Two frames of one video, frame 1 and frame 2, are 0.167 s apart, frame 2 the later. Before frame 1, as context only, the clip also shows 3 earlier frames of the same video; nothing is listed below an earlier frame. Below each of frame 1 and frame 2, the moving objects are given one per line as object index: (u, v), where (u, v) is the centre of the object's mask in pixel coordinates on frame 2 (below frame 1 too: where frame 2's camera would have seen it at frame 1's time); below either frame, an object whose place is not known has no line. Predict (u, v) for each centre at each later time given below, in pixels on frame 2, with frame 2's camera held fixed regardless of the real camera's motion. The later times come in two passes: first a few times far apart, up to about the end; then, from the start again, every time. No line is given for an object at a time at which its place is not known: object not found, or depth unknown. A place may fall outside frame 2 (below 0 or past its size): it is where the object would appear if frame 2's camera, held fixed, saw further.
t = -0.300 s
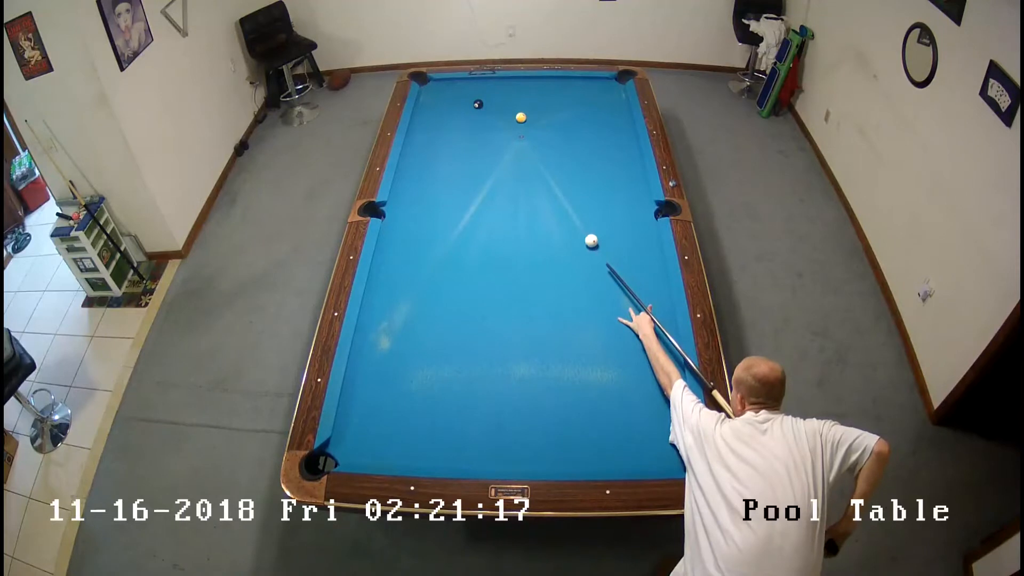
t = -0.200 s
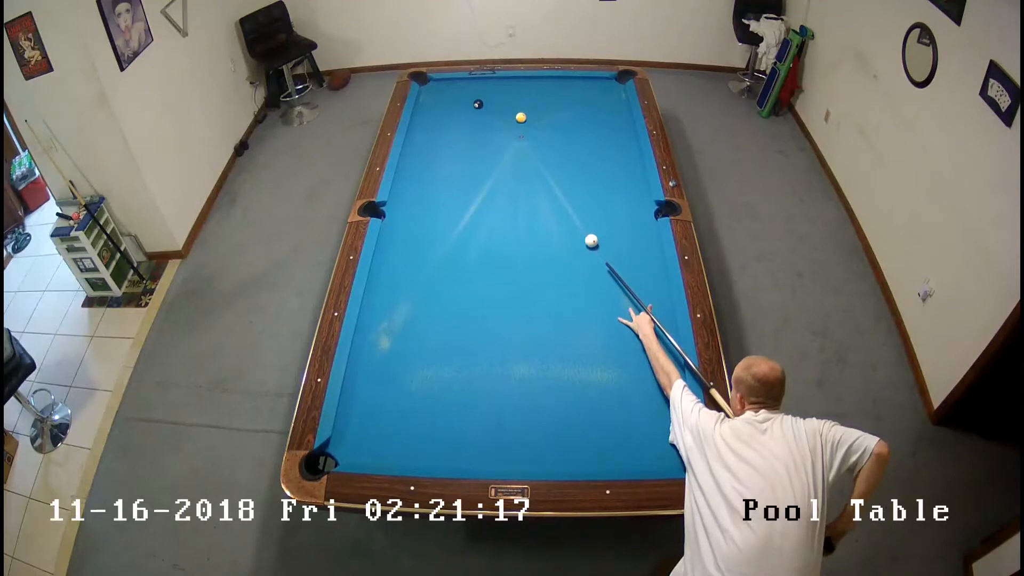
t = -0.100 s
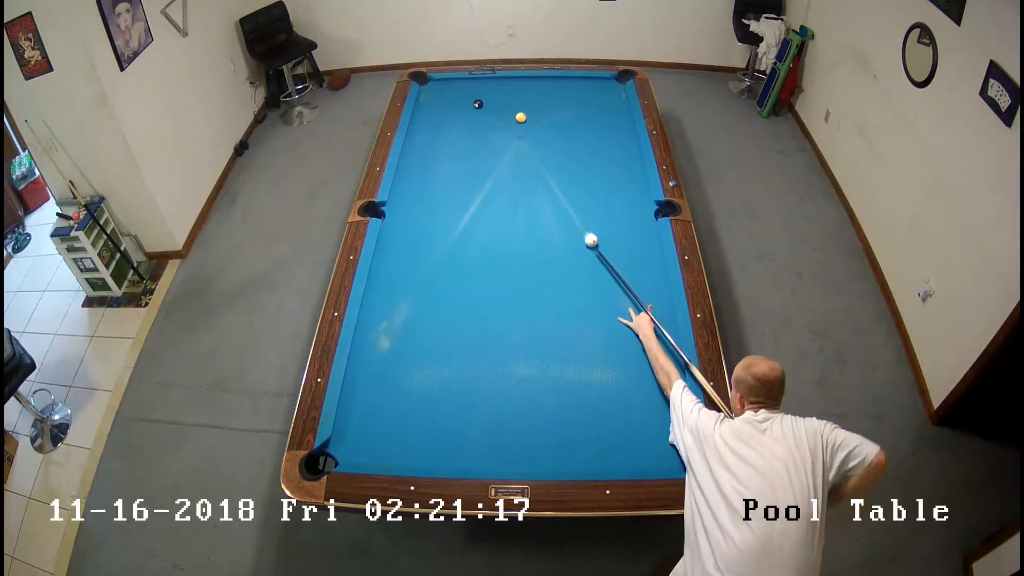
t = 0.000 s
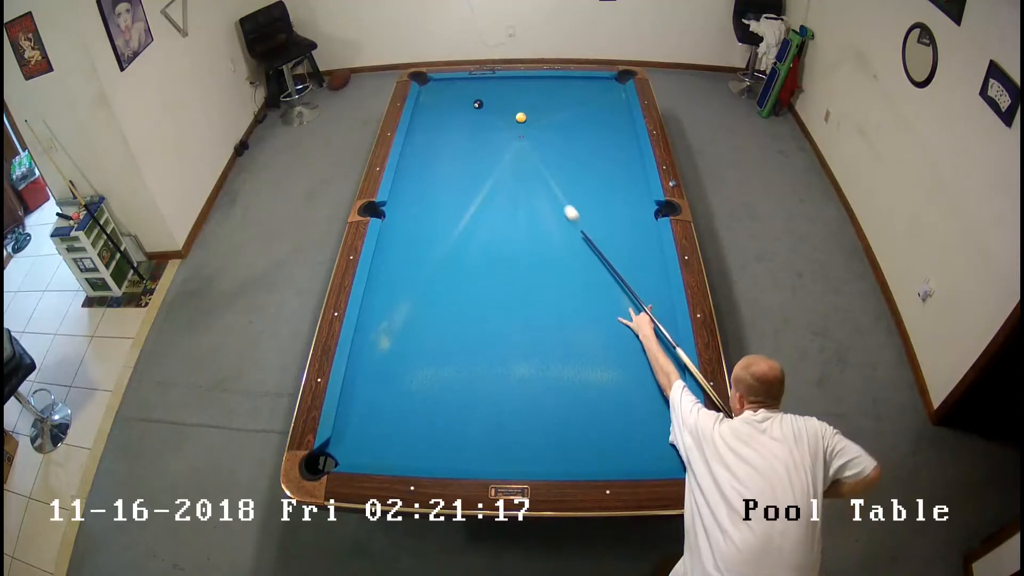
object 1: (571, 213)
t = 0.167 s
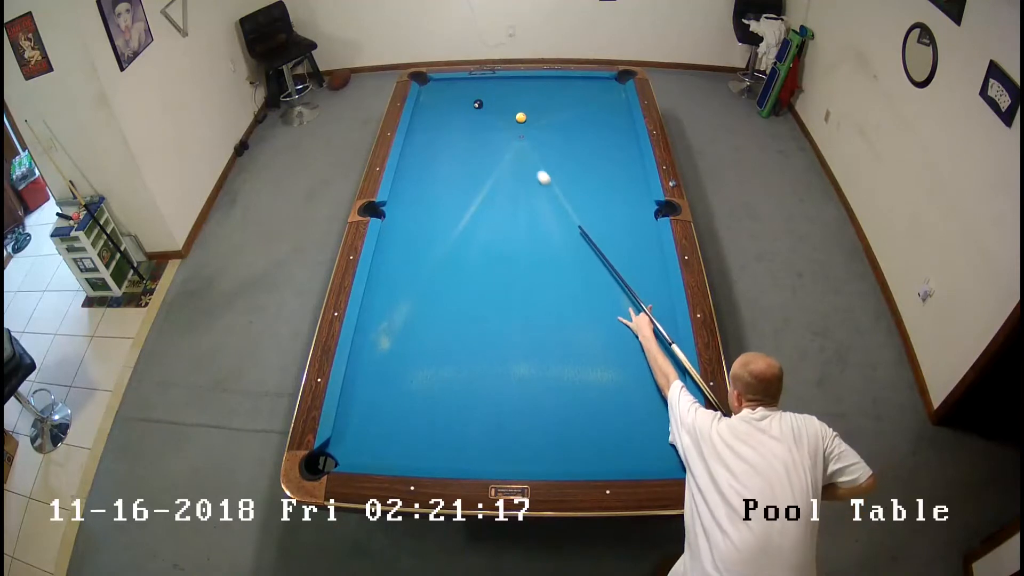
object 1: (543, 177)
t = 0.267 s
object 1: (528, 159)
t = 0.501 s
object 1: (498, 121)
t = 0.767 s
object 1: (492, 98)
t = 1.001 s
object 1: (498, 84)
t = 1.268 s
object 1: (494, 83)
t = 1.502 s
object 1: (487, 89)
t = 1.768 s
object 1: (479, 96)
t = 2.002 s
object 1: (472, 102)
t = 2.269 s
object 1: (465, 108)
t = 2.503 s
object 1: (458, 113)
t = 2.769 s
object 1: (452, 119)
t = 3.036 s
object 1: (445, 124)
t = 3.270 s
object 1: (440, 128)
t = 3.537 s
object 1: (434, 133)
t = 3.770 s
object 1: (430, 136)
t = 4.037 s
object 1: (425, 140)
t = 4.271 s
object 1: (422, 142)
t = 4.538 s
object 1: (419, 145)
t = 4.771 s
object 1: (417, 146)
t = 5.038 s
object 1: (415, 148)
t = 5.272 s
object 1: (414, 148)
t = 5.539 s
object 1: (413, 149)
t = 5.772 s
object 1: (413, 149)
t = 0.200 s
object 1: (538, 171)
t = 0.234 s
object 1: (533, 165)
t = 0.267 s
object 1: (528, 159)
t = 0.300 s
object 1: (524, 153)
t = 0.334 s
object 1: (519, 147)
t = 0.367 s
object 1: (514, 142)
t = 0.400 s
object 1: (510, 136)
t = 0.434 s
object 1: (506, 131)
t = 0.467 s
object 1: (502, 126)
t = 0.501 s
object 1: (498, 121)
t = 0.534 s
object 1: (494, 117)
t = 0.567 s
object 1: (490, 112)
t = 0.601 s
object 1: (487, 108)
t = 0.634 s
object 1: (487, 105)
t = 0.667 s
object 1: (489, 104)
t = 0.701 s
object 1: (490, 102)
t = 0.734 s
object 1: (491, 100)
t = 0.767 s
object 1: (492, 98)
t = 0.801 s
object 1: (493, 96)
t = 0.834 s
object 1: (494, 94)
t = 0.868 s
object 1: (495, 92)
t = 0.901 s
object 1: (495, 90)
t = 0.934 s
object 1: (496, 88)
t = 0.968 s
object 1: (497, 86)
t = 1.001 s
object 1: (498, 84)
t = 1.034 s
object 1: (498, 82)
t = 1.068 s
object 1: (499, 80)
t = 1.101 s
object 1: (499, 79)
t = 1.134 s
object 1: (498, 80)
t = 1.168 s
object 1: (497, 81)
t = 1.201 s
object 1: (496, 81)
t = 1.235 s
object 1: (495, 82)
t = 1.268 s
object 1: (494, 83)
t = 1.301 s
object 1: (493, 84)
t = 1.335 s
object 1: (492, 85)
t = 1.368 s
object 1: (491, 86)
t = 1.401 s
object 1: (490, 87)
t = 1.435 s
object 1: (489, 87)
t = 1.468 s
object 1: (488, 88)
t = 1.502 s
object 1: (487, 89)
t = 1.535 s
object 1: (486, 90)
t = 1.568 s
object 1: (485, 91)
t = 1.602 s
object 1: (484, 92)
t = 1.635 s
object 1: (483, 93)
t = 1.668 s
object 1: (482, 93)
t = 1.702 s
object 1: (481, 94)
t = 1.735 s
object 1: (480, 95)
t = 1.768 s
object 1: (479, 96)
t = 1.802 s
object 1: (478, 97)
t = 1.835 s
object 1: (477, 98)
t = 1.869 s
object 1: (476, 99)
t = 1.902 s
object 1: (475, 99)
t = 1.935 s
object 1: (474, 100)
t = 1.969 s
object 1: (473, 101)
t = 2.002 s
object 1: (472, 102)
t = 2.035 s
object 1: (471, 103)
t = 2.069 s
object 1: (470, 103)
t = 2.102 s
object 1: (470, 104)
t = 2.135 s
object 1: (469, 105)
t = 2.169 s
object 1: (468, 106)
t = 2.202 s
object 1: (467, 106)
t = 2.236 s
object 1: (466, 107)
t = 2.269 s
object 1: (465, 108)
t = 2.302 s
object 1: (464, 109)
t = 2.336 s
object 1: (463, 110)
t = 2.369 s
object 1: (462, 110)
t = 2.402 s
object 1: (461, 111)
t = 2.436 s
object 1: (460, 112)
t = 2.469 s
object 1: (459, 112)
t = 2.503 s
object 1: (458, 113)
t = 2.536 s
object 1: (458, 114)
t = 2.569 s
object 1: (457, 115)
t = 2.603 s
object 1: (456, 115)
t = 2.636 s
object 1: (455, 116)
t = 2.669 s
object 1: (454, 117)
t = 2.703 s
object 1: (453, 117)
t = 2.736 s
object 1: (453, 118)
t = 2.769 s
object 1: (452, 119)
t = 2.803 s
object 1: (451, 119)
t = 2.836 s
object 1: (450, 120)
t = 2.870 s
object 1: (449, 121)
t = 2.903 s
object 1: (448, 121)
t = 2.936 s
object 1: (448, 122)
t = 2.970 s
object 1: (447, 123)
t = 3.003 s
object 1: (446, 123)
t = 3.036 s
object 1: (445, 124)
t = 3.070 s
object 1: (444, 125)
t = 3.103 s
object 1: (444, 125)
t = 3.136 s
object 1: (443, 126)
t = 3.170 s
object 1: (442, 126)
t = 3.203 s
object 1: (441, 127)
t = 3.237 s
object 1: (441, 128)
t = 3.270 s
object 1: (440, 128)
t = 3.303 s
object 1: (439, 129)
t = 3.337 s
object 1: (438, 129)
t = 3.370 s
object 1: (438, 130)
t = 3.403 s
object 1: (437, 130)
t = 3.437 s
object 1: (436, 131)
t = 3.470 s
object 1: (435, 131)
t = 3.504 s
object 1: (435, 132)
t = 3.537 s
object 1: (434, 133)
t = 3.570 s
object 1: (433, 133)
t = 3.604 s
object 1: (433, 134)
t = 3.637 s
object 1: (432, 134)
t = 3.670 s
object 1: (432, 135)
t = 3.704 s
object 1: (431, 135)
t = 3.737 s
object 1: (430, 135)
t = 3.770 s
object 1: (430, 136)
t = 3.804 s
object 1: (429, 136)
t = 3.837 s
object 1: (429, 137)
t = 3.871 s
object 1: (428, 137)
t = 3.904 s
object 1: (427, 138)
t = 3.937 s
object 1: (427, 138)
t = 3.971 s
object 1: (426, 139)
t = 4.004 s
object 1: (426, 139)
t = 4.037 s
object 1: (425, 140)
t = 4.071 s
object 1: (425, 140)
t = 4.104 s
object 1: (424, 140)
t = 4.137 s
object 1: (424, 141)
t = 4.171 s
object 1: (423, 141)
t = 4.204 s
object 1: (423, 142)
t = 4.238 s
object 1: (422, 142)
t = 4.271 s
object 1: (422, 142)
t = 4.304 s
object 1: (422, 143)
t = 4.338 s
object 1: (421, 143)
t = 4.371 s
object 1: (421, 143)
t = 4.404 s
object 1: (420, 144)
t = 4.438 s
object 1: (420, 144)
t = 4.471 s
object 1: (420, 144)
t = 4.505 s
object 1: (419, 145)
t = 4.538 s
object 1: (419, 145)
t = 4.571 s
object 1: (418, 145)
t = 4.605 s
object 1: (418, 145)
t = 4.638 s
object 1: (418, 146)
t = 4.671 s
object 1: (417, 146)
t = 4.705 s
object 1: (417, 146)
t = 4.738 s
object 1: (417, 146)
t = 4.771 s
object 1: (417, 146)
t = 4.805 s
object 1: (416, 147)
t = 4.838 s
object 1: (416, 147)
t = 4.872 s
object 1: (416, 147)
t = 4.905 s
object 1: (415, 147)
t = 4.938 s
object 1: (415, 147)
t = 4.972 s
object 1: (415, 147)
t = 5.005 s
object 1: (415, 147)
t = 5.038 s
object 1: (415, 148)
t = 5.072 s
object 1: (415, 148)
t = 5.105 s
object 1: (414, 148)
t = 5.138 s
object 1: (414, 148)
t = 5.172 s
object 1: (414, 148)
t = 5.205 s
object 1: (414, 148)
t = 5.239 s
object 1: (414, 148)
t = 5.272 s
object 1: (414, 148)
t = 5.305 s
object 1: (414, 148)
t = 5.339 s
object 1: (414, 148)
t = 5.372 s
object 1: (414, 148)
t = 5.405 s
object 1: (414, 148)
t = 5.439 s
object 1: (413, 148)
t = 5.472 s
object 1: (413, 149)
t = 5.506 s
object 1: (413, 149)
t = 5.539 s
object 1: (413, 149)
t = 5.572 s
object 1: (413, 149)
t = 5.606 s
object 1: (413, 149)
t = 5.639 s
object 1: (413, 149)
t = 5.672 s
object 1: (413, 149)
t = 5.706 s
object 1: (413, 149)
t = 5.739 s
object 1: (413, 149)
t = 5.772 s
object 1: (413, 149)
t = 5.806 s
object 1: (413, 149)
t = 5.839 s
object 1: (413, 149)
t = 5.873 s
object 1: (413, 149)
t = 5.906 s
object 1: (413, 149)
